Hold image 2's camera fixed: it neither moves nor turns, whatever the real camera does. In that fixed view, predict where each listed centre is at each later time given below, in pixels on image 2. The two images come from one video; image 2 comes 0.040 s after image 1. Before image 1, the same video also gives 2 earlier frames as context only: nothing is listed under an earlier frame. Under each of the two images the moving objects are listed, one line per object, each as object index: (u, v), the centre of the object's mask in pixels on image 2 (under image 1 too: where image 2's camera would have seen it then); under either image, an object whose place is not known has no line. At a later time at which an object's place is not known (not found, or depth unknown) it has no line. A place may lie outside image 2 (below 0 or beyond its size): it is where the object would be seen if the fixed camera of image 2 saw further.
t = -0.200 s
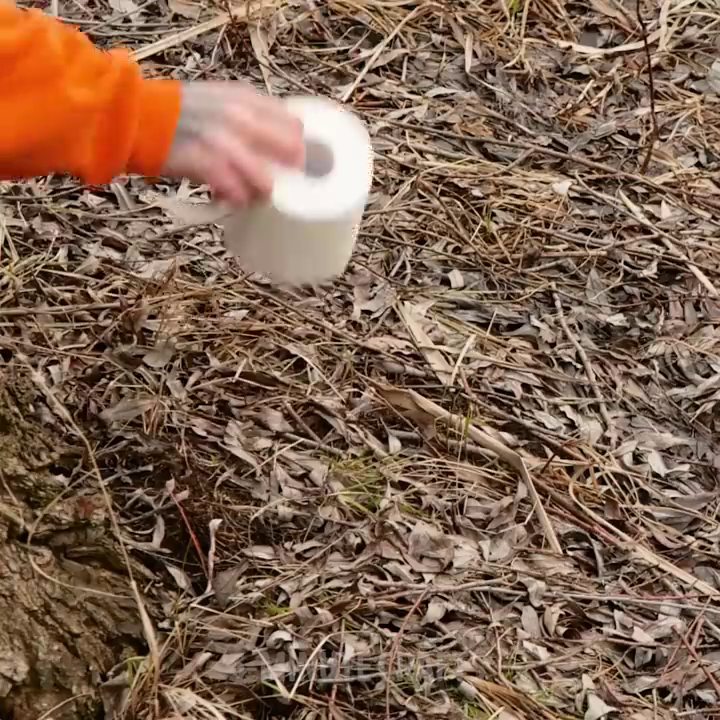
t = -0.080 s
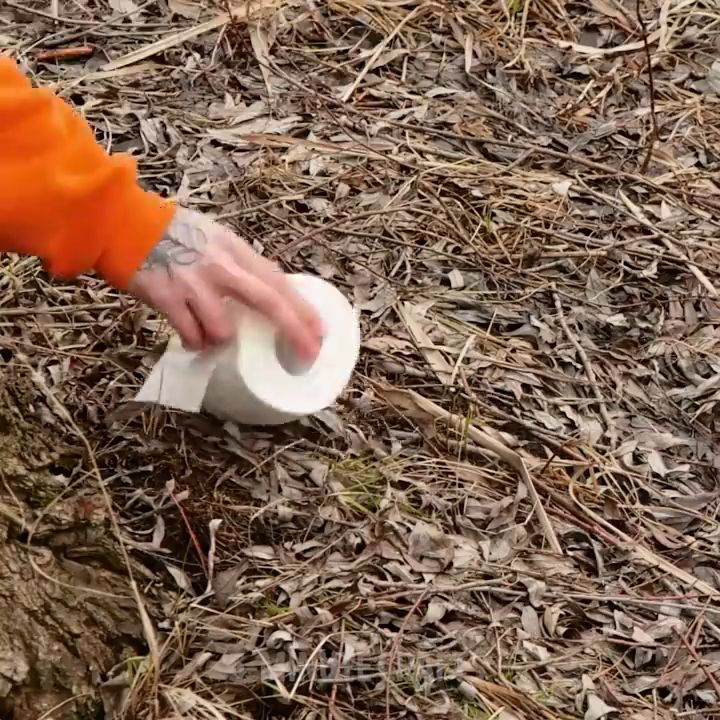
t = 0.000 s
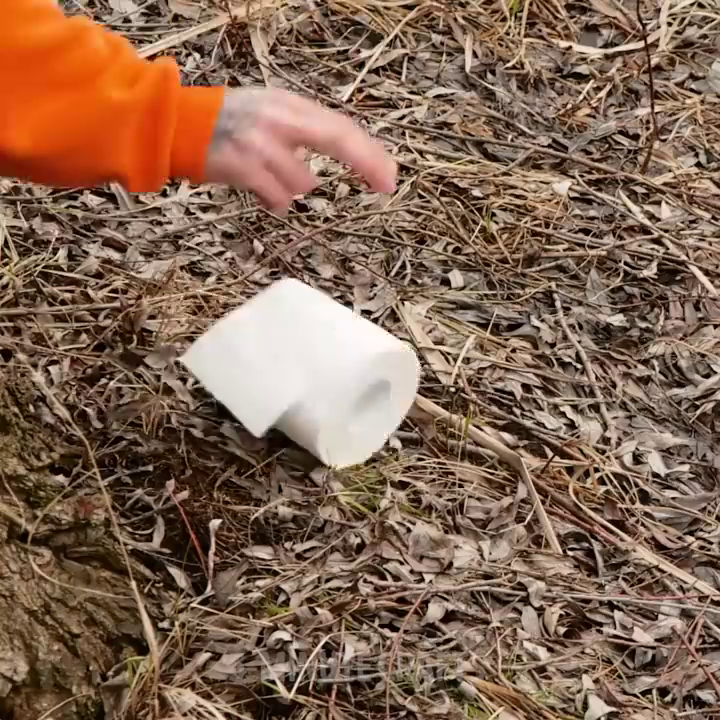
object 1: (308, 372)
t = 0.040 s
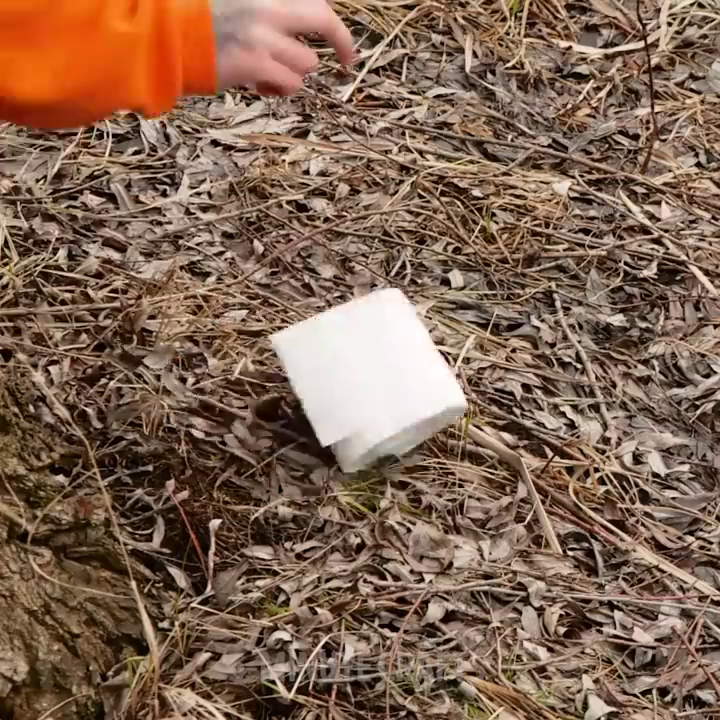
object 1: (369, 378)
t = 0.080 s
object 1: (401, 389)
